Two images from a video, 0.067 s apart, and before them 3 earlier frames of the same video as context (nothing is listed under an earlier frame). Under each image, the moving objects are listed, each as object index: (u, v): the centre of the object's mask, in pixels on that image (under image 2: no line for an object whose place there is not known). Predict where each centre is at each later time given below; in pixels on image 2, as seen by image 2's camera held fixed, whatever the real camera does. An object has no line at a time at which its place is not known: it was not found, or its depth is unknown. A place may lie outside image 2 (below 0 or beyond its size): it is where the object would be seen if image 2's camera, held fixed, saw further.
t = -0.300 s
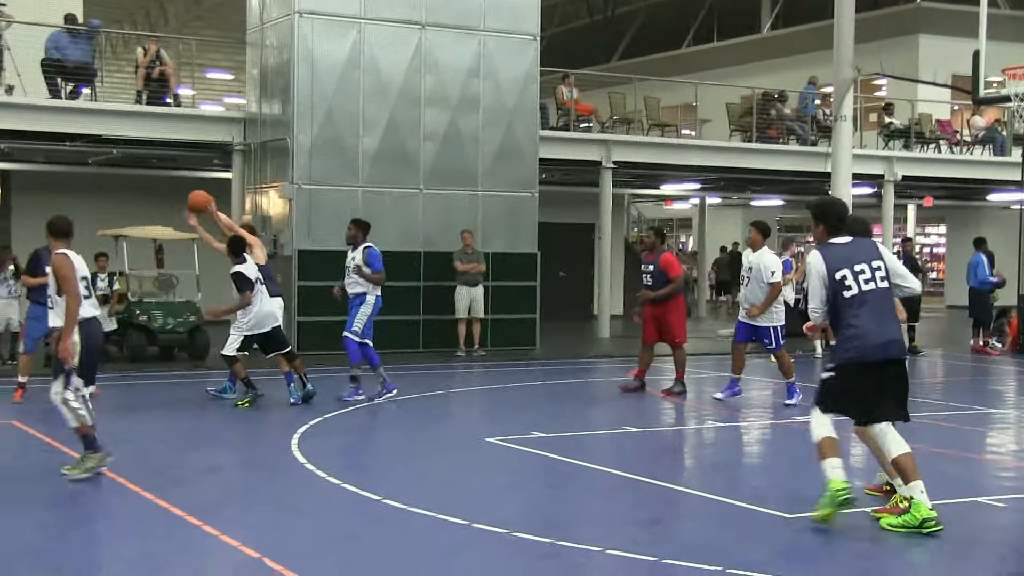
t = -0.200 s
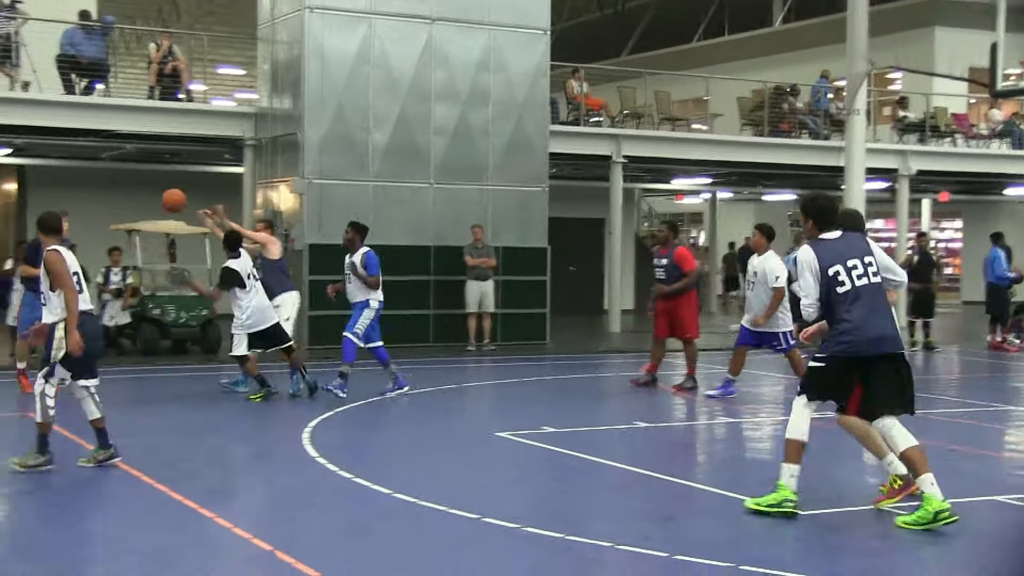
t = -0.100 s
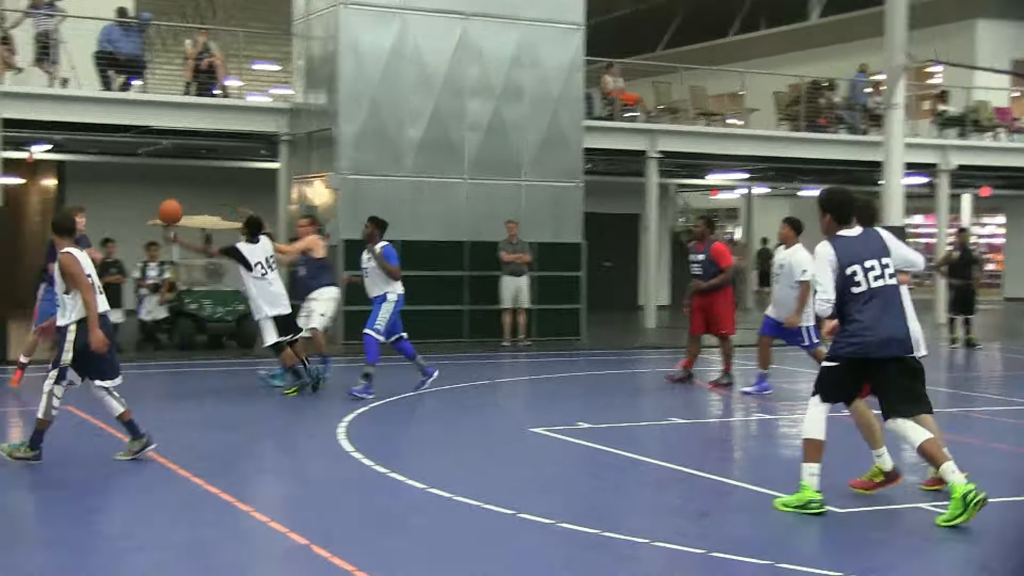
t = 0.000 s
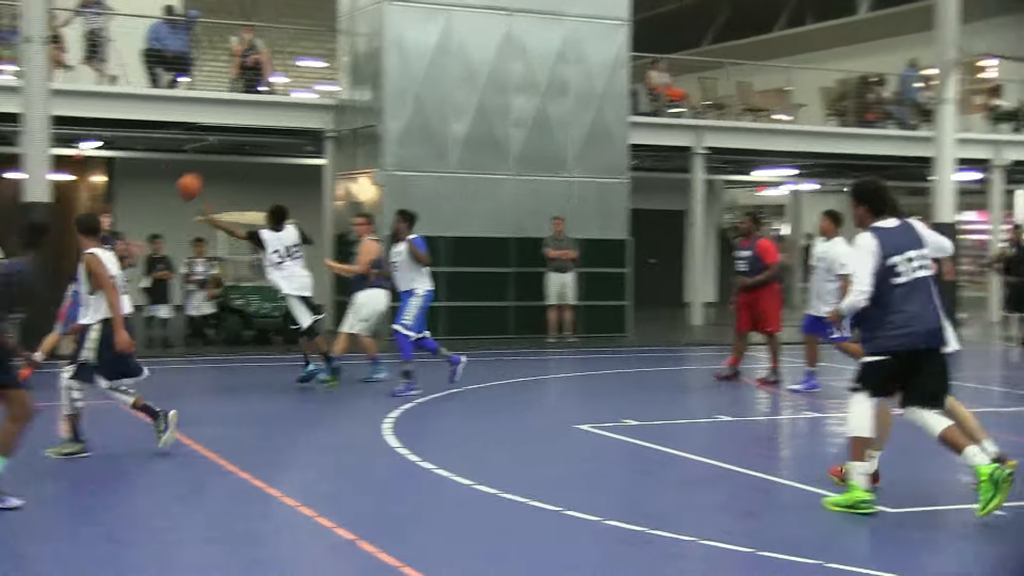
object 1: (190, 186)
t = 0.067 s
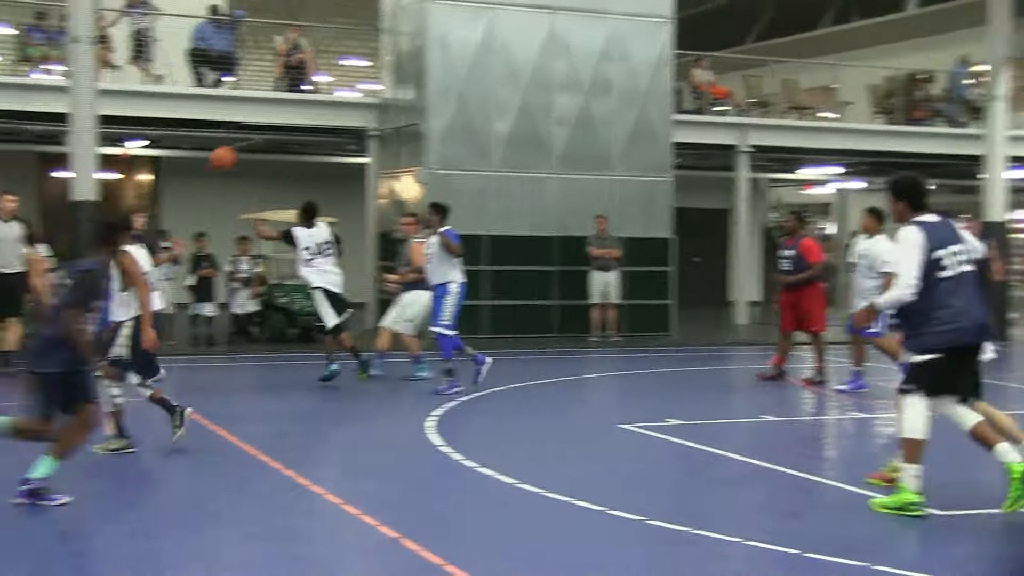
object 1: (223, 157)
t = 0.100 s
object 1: (217, 147)
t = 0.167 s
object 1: (203, 128)
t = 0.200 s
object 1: (197, 121)
